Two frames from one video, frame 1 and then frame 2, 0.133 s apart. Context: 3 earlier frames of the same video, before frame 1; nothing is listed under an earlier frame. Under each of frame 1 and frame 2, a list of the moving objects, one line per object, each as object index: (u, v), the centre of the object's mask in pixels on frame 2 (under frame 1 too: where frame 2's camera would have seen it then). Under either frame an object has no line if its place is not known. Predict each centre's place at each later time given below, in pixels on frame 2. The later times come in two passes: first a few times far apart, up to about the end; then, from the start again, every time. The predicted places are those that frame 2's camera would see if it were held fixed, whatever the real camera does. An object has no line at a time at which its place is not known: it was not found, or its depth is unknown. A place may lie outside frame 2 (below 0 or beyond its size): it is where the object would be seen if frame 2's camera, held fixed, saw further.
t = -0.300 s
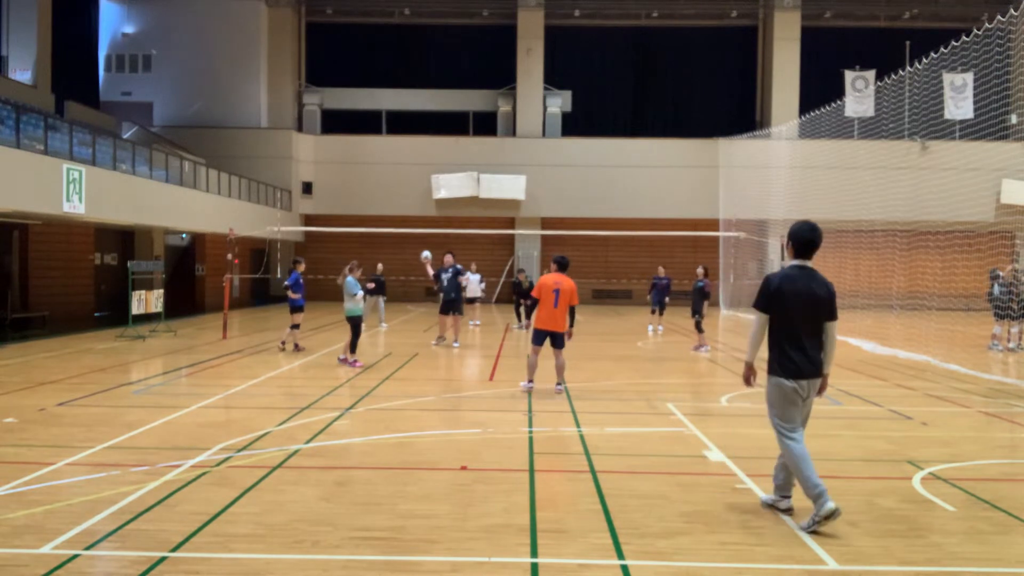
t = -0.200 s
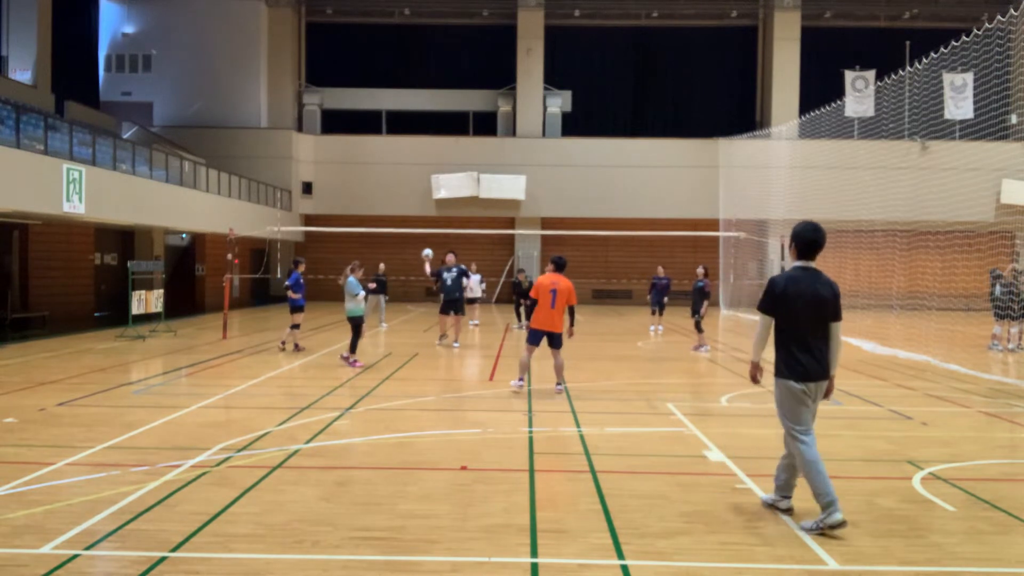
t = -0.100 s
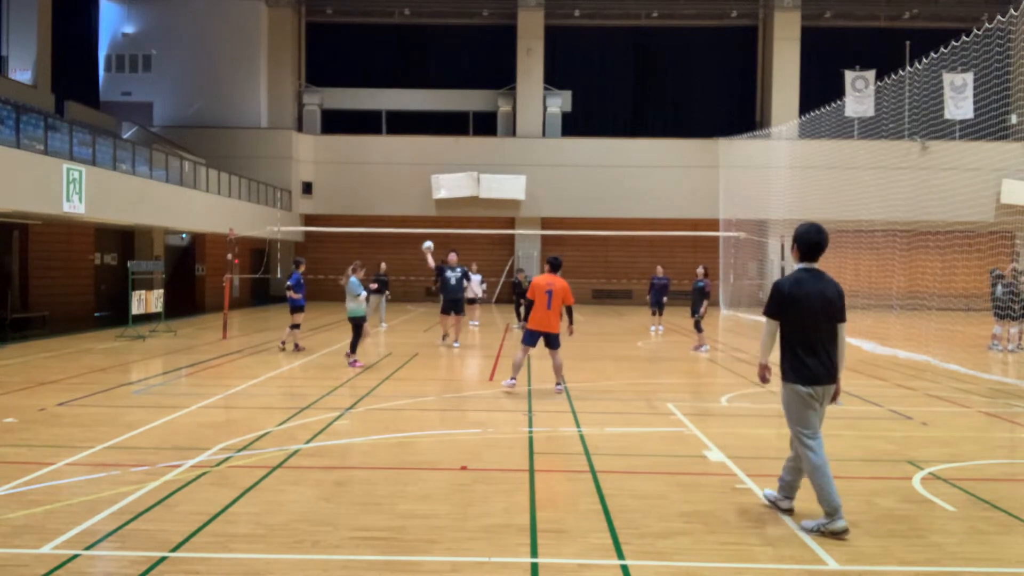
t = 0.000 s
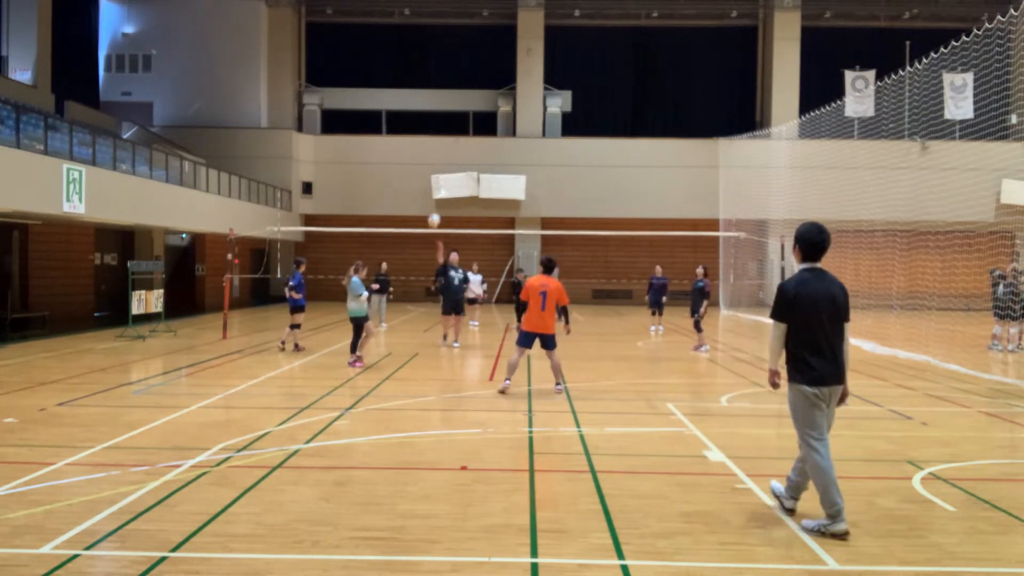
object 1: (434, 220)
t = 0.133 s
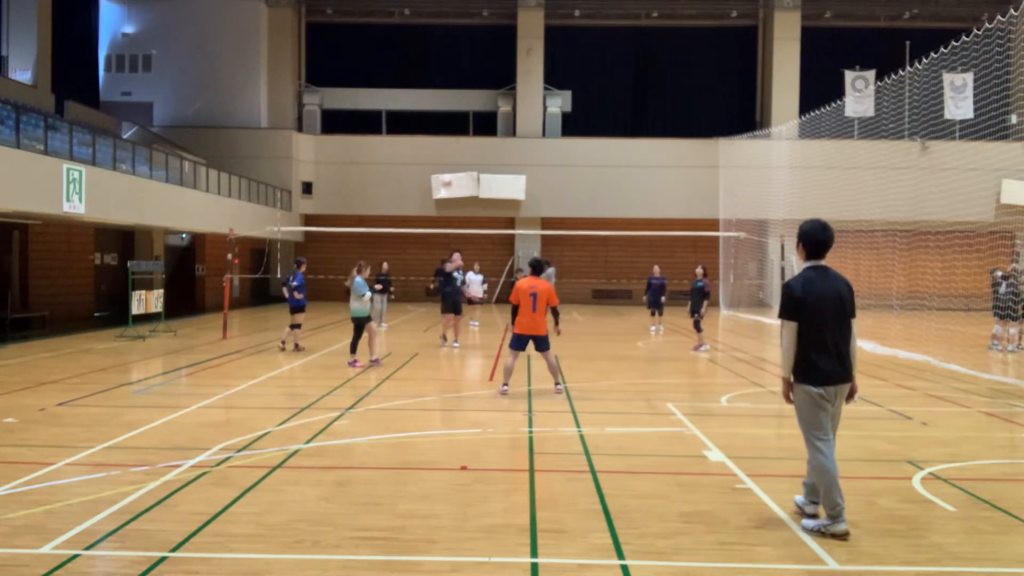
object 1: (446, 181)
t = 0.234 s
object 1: (458, 155)
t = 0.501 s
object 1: (491, 109)
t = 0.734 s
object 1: (530, 101)
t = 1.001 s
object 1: (583, 150)
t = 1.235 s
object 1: (643, 271)
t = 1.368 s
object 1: (682, 382)
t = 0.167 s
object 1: (450, 171)
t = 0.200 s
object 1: (454, 164)
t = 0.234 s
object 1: (458, 155)
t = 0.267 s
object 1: (462, 147)
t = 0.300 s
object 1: (465, 140)
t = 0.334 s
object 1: (470, 134)
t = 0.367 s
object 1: (474, 128)
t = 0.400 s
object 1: (478, 123)
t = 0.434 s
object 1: (482, 118)
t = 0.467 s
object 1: (487, 113)
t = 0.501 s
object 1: (491, 109)
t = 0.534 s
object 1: (497, 106)
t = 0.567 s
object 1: (502, 104)
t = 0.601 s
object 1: (506, 102)
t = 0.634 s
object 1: (512, 101)
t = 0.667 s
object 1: (518, 101)
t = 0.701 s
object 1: (524, 100)
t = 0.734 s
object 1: (530, 101)
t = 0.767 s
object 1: (537, 104)
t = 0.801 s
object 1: (543, 108)
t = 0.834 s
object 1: (550, 113)
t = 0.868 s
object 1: (555, 119)
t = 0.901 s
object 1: (563, 126)
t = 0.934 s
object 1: (570, 132)
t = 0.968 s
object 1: (576, 140)
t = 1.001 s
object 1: (583, 150)
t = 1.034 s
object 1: (592, 162)
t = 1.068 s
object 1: (599, 173)
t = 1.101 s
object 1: (607, 192)
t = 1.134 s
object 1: (617, 206)
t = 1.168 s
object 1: (625, 229)
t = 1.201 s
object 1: (634, 250)
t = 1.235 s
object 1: (643, 271)
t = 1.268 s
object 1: (653, 295)
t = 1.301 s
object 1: (662, 321)
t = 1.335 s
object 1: (672, 349)
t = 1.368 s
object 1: (682, 382)
